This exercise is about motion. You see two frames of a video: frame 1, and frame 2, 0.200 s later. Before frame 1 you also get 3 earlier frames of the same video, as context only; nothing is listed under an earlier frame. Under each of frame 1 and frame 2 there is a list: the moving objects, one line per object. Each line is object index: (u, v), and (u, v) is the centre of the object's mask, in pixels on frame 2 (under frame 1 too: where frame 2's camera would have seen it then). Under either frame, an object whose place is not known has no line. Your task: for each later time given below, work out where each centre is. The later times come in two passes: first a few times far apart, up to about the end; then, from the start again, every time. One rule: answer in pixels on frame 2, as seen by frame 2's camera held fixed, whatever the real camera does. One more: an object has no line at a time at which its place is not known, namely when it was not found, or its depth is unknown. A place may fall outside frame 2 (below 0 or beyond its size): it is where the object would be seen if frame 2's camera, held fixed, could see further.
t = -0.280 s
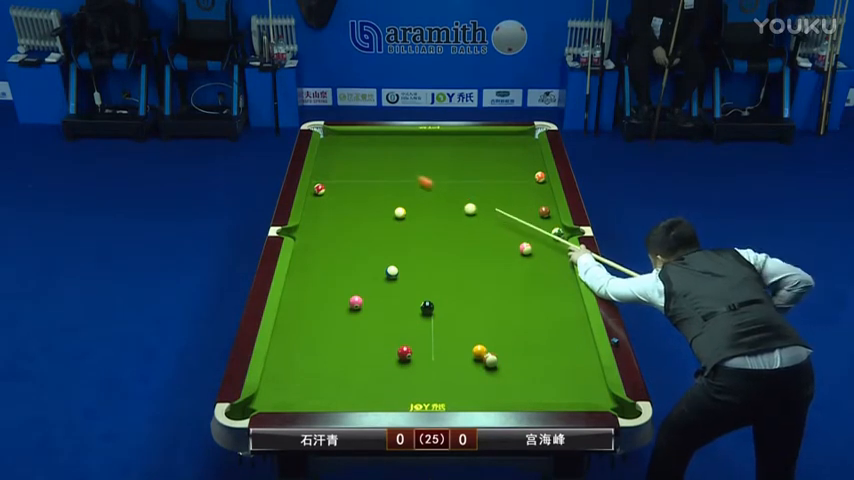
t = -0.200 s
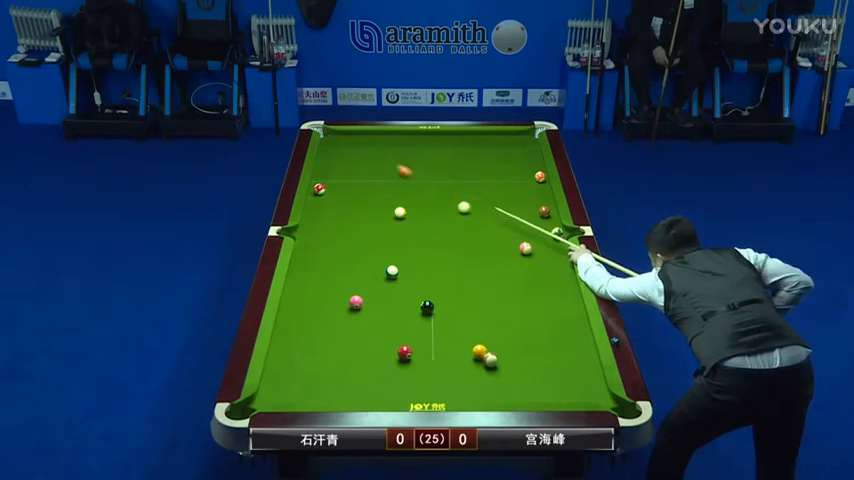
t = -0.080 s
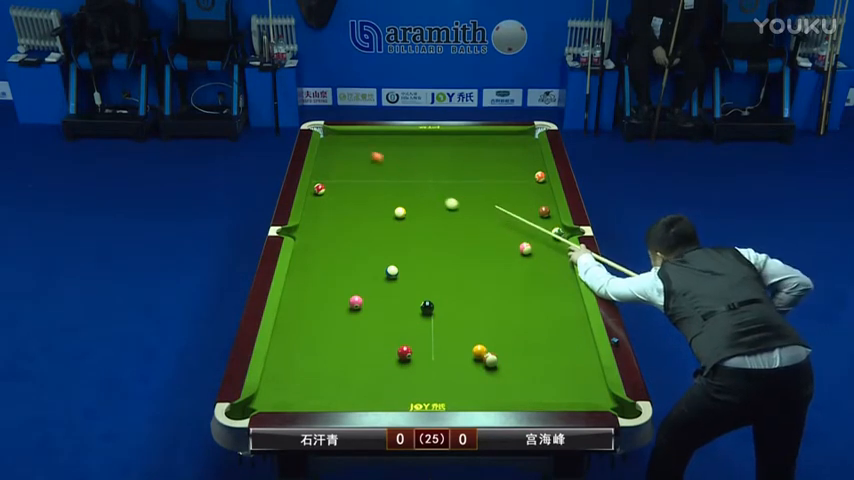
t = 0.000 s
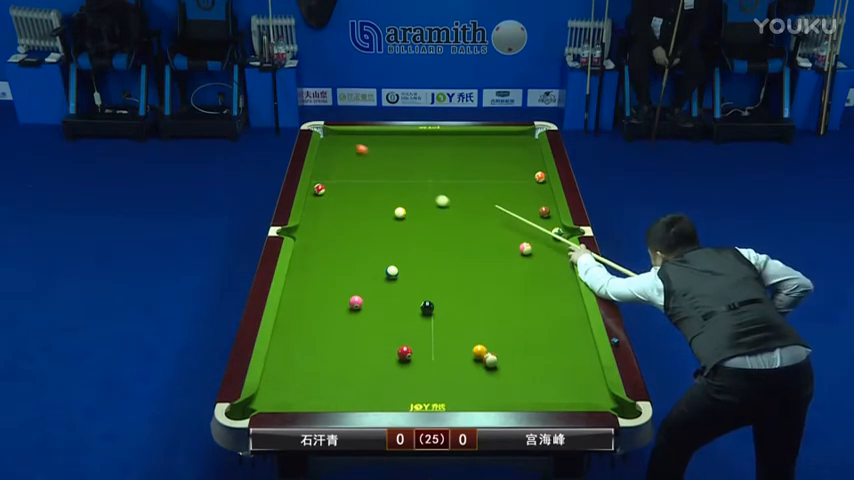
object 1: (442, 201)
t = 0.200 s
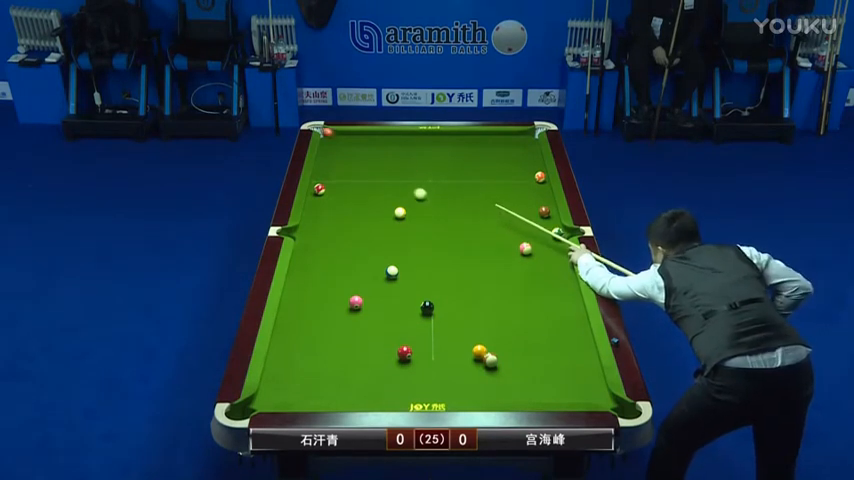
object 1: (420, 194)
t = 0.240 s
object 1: (415, 192)
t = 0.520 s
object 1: (386, 183)
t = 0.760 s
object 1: (363, 176)
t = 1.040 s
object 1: (338, 167)
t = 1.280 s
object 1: (321, 161)
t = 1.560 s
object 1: (337, 153)
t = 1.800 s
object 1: (350, 146)
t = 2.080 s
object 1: (363, 139)
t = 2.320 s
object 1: (374, 133)
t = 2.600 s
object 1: (385, 136)
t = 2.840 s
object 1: (394, 139)
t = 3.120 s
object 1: (404, 143)
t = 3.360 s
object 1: (412, 146)
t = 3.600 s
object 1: (420, 148)
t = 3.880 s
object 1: (428, 151)
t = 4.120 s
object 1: (434, 153)
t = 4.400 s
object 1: (441, 156)
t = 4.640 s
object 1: (446, 158)
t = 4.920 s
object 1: (451, 159)
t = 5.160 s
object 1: (454, 161)
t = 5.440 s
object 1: (458, 162)
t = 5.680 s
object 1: (460, 163)
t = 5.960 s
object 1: (462, 163)
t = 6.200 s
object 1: (463, 164)
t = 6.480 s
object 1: (464, 164)
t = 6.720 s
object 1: (464, 164)
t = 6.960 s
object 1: (464, 164)
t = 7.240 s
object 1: (464, 164)
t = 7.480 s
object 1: (464, 164)
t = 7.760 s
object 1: (464, 164)
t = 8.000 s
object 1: (464, 164)
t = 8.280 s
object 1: (463, 164)
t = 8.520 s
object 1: (464, 164)
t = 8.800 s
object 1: (464, 164)
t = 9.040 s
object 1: (464, 164)
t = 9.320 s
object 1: (464, 164)
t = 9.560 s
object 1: (464, 164)
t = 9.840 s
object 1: (464, 164)
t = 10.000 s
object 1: (464, 164)
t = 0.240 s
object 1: (415, 192)
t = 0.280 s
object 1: (411, 191)
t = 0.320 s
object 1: (407, 190)
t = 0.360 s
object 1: (403, 188)
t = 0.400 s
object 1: (398, 187)
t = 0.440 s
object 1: (394, 185)
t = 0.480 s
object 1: (390, 184)
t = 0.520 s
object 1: (386, 183)
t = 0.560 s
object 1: (382, 182)
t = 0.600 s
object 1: (378, 180)
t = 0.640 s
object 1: (374, 179)
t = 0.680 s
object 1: (370, 178)
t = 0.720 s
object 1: (367, 177)
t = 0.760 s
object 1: (363, 176)
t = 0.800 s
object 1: (359, 175)
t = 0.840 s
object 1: (356, 173)
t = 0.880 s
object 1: (352, 172)
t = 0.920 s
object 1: (348, 171)
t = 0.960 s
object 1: (345, 170)
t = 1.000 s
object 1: (341, 169)
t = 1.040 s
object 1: (338, 167)
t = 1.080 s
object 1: (334, 167)
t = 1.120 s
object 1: (331, 165)
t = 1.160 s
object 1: (327, 164)
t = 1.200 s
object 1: (324, 163)
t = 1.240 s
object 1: (321, 162)
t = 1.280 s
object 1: (321, 161)
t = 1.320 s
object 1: (324, 160)
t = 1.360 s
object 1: (326, 159)
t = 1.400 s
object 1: (328, 157)
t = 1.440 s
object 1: (330, 156)
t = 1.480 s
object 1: (333, 155)
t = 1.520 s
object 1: (335, 154)
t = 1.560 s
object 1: (337, 153)
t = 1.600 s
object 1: (339, 151)
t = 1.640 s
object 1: (342, 150)
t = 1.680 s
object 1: (344, 149)
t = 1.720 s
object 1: (346, 148)
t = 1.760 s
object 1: (348, 147)
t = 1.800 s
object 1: (350, 146)
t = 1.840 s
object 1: (352, 145)
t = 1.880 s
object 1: (354, 144)
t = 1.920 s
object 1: (356, 143)
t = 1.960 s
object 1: (358, 142)
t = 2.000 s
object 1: (360, 141)
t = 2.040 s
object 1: (361, 140)
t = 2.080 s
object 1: (363, 139)
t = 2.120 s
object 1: (365, 138)
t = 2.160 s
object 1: (367, 137)
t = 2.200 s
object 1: (369, 136)
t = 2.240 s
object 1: (370, 135)
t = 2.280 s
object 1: (372, 134)
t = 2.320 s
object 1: (374, 133)
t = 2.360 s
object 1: (376, 133)
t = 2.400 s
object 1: (377, 133)
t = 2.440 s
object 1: (379, 134)
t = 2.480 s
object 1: (380, 135)
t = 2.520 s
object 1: (382, 135)
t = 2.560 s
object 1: (383, 136)
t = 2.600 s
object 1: (385, 136)
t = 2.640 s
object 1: (386, 137)
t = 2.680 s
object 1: (388, 137)
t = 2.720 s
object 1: (390, 138)
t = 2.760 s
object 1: (391, 138)
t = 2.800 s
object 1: (393, 139)
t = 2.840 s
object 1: (394, 139)
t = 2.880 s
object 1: (396, 140)
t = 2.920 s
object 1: (397, 141)
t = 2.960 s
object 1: (398, 141)
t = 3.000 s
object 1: (400, 141)
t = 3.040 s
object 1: (401, 142)
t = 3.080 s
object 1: (403, 142)
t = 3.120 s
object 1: (404, 143)
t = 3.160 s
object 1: (405, 143)
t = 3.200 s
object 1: (407, 144)
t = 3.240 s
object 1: (408, 144)
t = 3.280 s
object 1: (410, 145)
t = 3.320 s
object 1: (411, 145)
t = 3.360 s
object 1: (412, 146)
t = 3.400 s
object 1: (413, 146)
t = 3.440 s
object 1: (415, 147)
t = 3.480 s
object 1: (416, 147)
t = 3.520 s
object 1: (417, 148)
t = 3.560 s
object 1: (419, 148)
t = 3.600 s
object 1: (420, 148)
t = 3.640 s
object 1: (421, 149)
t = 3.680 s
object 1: (422, 149)
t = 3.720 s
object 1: (423, 150)
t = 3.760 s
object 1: (424, 150)
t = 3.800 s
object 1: (426, 151)
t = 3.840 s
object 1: (427, 151)
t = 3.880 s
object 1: (428, 151)
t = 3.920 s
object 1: (429, 152)
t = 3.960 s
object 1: (430, 152)
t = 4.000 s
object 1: (431, 153)
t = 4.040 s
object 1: (432, 153)
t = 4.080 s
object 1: (433, 153)
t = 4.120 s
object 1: (434, 153)
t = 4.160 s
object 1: (435, 154)
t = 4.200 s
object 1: (436, 154)
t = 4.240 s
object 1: (437, 155)
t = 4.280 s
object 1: (438, 155)
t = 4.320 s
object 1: (439, 155)
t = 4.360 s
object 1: (440, 155)
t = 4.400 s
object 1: (441, 156)
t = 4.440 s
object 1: (442, 156)
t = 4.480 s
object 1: (442, 157)
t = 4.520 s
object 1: (443, 157)
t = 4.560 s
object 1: (444, 157)
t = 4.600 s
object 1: (445, 157)
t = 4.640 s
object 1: (446, 158)
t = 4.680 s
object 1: (446, 158)
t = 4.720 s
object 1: (447, 158)
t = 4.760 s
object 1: (448, 158)
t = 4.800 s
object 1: (449, 159)
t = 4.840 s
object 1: (449, 159)
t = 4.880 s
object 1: (450, 159)
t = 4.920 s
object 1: (451, 159)
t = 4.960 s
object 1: (451, 159)
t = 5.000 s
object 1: (452, 160)
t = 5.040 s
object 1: (453, 160)
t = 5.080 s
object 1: (453, 160)
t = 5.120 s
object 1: (454, 160)
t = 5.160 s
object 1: (454, 161)
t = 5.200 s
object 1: (455, 161)
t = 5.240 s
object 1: (455, 161)
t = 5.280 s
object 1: (456, 161)
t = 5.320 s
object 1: (456, 161)
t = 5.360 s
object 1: (457, 162)
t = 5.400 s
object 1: (457, 162)
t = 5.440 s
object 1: (458, 162)
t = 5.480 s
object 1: (458, 162)
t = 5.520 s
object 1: (459, 162)
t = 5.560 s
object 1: (459, 162)
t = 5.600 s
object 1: (459, 162)
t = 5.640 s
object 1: (460, 162)
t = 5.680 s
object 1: (460, 163)
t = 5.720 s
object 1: (461, 163)
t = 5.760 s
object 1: (461, 163)
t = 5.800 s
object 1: (461, 163)
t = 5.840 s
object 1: (461, 163)
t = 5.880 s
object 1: (462, 163)
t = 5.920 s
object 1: (462, 163)
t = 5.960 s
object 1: (462, 163)
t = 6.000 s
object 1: (462, 163)
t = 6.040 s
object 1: (462, 163)
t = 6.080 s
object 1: (463, 163)
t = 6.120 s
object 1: (463, 164)
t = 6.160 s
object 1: (463, 164)
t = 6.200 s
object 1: (463, 164)
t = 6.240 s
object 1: (463, 164)
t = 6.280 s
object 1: (463, 164)
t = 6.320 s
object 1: (463, 164)
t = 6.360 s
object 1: (463, 164)
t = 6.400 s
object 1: (464, 164)
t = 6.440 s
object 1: (464, 164)
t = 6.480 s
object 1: (464, 164)
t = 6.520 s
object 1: (464, 164)
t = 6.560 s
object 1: (464, 164)
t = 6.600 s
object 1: (464, 164)
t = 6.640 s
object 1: (464, 164)
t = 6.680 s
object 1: (464, 164)
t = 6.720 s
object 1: (464, 164)
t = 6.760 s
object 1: (464, 164)
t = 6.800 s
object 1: (464, 164)
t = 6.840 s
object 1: (464, 164)
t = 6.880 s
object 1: (464, 164)
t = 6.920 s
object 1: (464, 164)
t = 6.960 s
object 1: (464, 164)
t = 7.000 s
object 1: (464, 164)
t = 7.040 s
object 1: (464, 164)
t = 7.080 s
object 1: (464, 164)
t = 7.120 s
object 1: (464, 164)
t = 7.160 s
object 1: (464, 164)
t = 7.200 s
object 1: (464, 164)
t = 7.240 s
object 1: (464, 164)
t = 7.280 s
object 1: (464, 164)
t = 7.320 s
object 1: (464, 164)
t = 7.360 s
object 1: (464, 164)
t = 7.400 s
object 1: (464, 164)
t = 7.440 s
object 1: (464, 164)
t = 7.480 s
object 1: (464, 164)
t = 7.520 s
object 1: (464, 164)
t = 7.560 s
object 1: (464, 164)
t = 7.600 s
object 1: (464, 164)
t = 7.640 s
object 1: (464, 164)
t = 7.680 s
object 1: (464, 164)
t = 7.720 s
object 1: (464, 164)
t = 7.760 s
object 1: (464, 164)
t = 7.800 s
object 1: (464, 164)
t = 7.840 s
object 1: (464, 164)
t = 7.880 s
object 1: (464, 164)
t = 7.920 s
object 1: (464, 164)
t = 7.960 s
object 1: (464, 164)
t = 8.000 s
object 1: (464, 164)
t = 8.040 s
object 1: (464, 164)
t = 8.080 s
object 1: (464, 164)
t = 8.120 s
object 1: (464, 164)
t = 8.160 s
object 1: (464, 164)
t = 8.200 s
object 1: (464, 164)
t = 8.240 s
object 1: (464, 164)
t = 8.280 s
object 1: (463, 164)
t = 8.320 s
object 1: (464, 164)
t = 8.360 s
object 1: (464, 164)
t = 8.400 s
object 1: (464, 164)
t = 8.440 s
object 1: (464, 164)
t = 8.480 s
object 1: (464, 164)
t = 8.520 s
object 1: (464, 164)
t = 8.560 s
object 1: (464, 164)
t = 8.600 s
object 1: (464, 164)
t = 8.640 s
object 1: (464, 164)
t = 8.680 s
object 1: (464, 164)
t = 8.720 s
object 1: (464, 164)
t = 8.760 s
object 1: (464, 164)
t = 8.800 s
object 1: (464, 164)
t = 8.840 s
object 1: (464, 164)
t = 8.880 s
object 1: (464, 164)
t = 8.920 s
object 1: (464, 164)
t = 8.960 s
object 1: (464, 164)
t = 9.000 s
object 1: (464, 164)
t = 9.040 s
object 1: (464, 164)
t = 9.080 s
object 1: (464, 164)
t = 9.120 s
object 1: (464, 164)
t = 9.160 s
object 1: (464, 164)
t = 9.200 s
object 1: (464, 164)
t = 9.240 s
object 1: (464, 164)
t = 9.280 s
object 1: (464, 164)
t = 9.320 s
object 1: (464, 164)
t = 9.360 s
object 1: (464, 164)
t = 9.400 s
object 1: (464, 164)
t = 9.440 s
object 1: (464, 164)
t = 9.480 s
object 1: (464, 164)
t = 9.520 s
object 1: (464, 164)
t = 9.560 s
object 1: (464, 164)
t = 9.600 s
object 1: (464, 164)
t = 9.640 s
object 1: (464, 164)
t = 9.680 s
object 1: (464, 164)
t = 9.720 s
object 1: (464, 164)
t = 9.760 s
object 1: (464, 164)
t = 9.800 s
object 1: (464, 164)
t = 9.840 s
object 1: (464, 164)
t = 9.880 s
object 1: (464, 164)
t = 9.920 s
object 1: (464, 164)
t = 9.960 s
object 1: (464, 164)
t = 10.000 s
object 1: (464, 164)
